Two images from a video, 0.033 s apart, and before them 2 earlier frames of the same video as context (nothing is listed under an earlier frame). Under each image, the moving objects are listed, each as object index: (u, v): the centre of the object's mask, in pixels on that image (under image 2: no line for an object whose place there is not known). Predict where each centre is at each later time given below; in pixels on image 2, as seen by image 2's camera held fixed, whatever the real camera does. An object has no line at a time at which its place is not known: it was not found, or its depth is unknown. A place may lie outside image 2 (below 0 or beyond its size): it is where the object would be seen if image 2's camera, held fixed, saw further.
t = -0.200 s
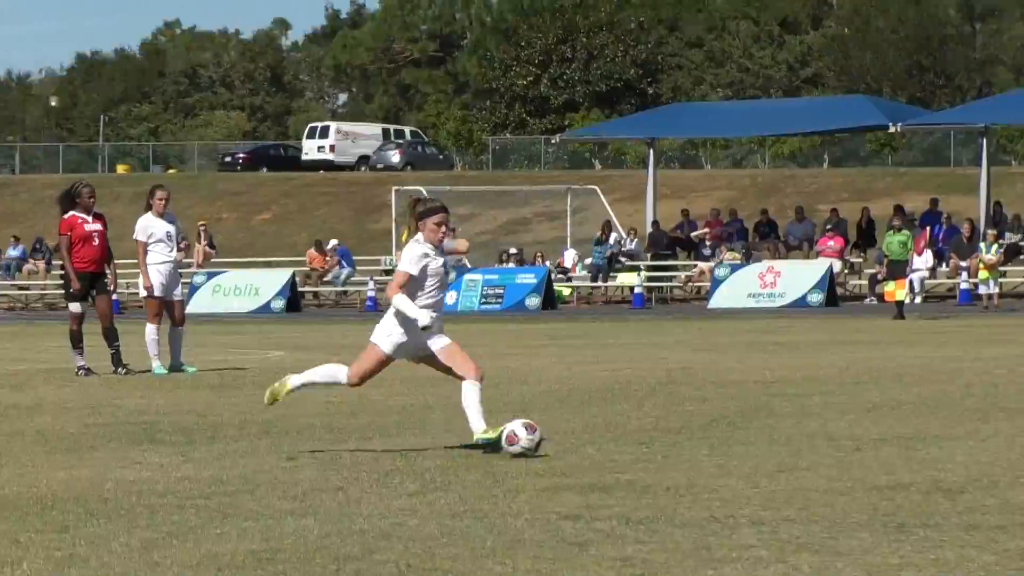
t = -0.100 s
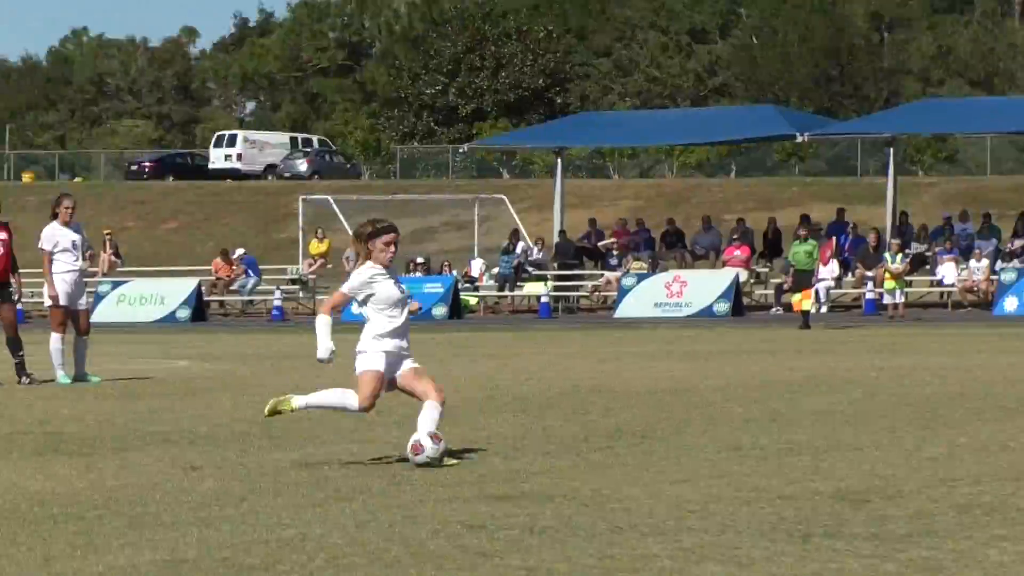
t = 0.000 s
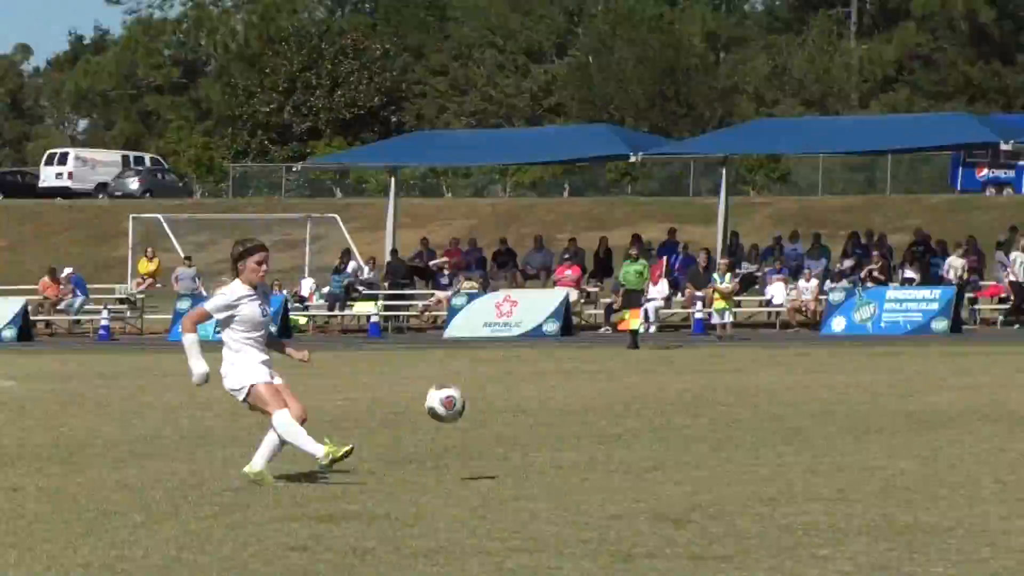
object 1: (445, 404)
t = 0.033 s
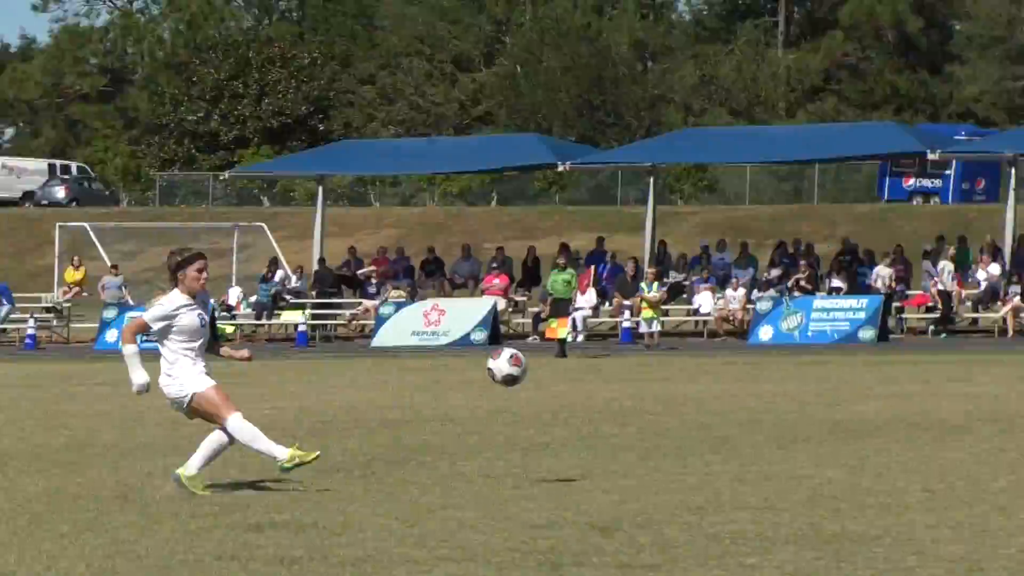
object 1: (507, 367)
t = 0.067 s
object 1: (631, 325)
